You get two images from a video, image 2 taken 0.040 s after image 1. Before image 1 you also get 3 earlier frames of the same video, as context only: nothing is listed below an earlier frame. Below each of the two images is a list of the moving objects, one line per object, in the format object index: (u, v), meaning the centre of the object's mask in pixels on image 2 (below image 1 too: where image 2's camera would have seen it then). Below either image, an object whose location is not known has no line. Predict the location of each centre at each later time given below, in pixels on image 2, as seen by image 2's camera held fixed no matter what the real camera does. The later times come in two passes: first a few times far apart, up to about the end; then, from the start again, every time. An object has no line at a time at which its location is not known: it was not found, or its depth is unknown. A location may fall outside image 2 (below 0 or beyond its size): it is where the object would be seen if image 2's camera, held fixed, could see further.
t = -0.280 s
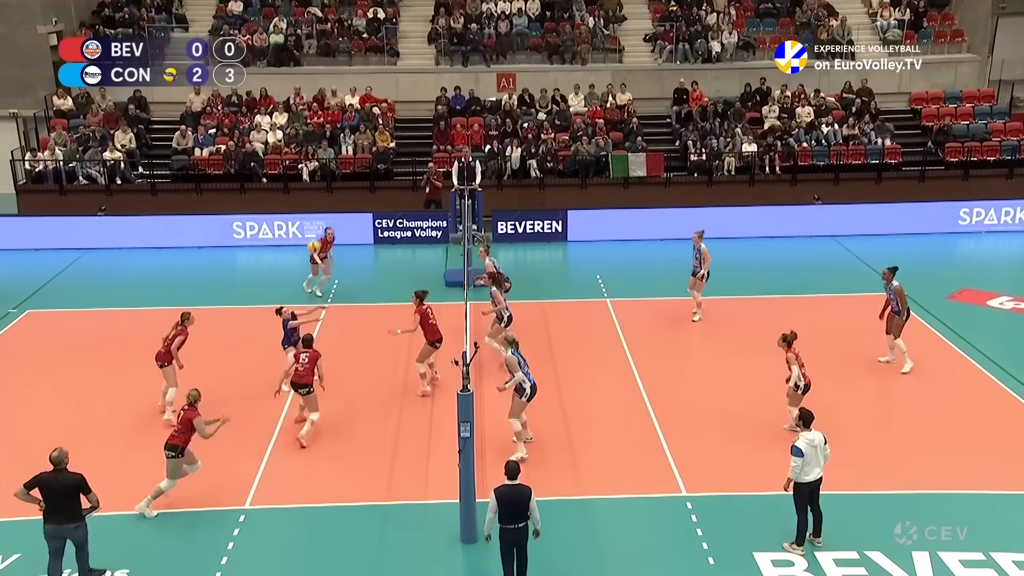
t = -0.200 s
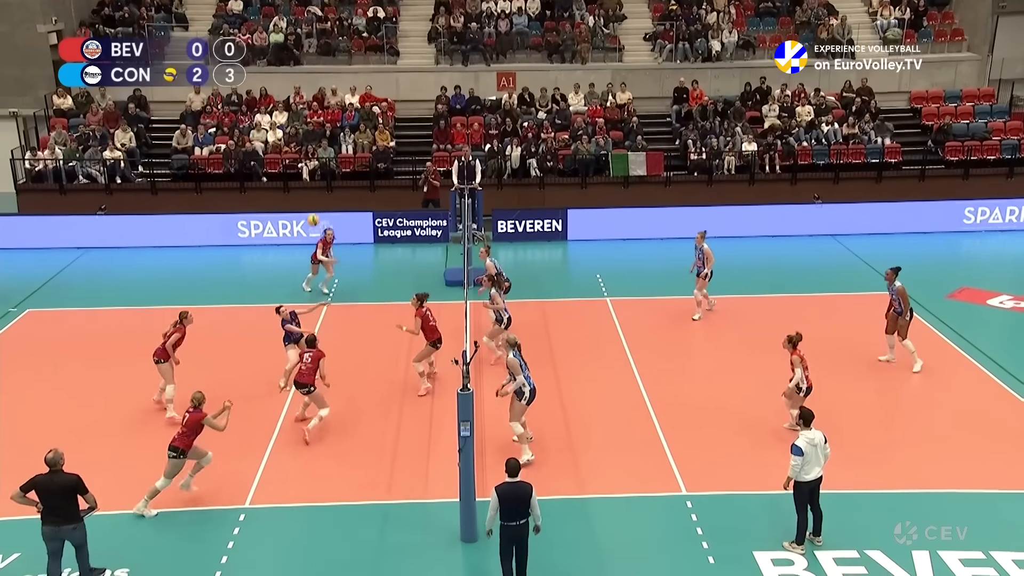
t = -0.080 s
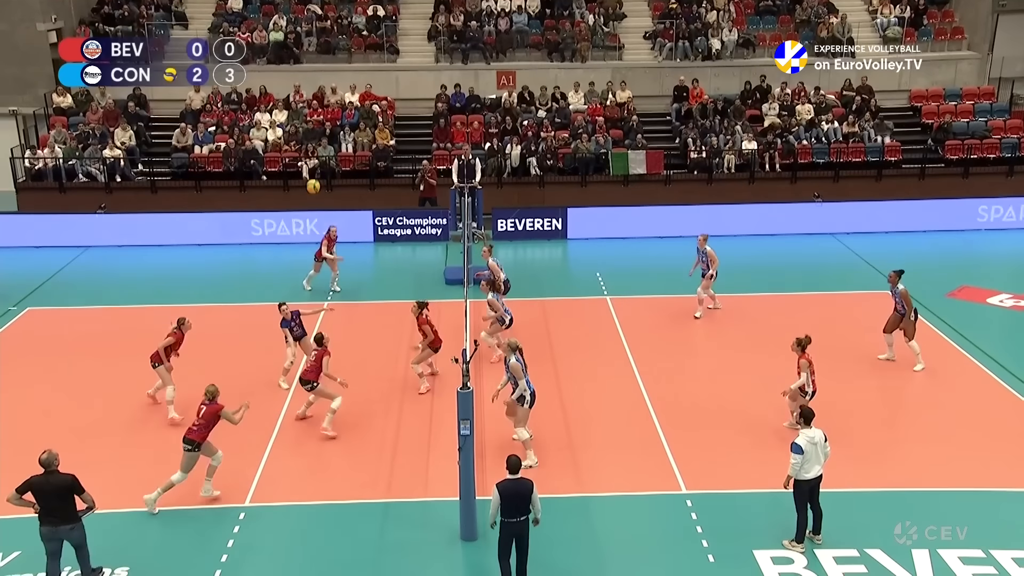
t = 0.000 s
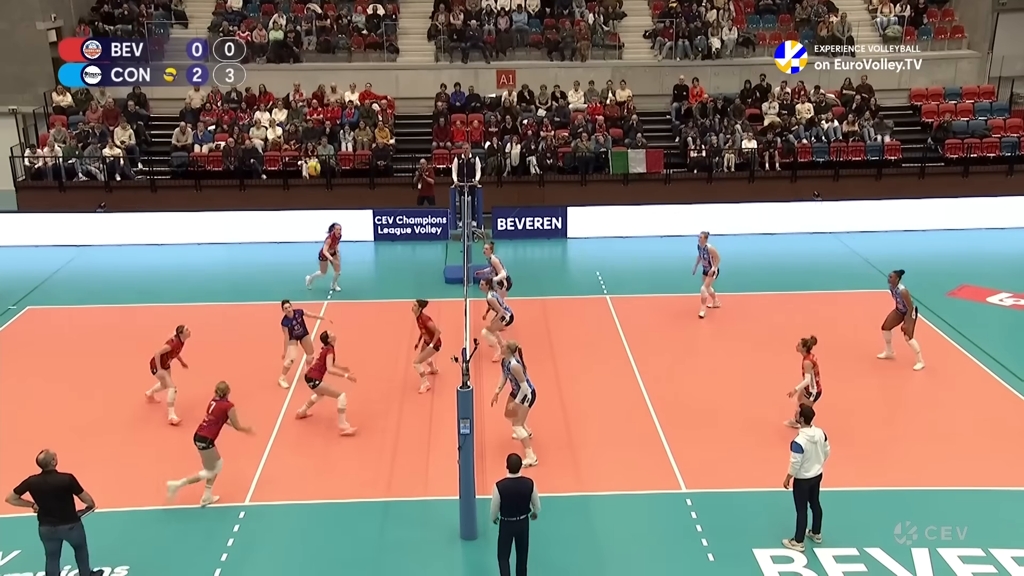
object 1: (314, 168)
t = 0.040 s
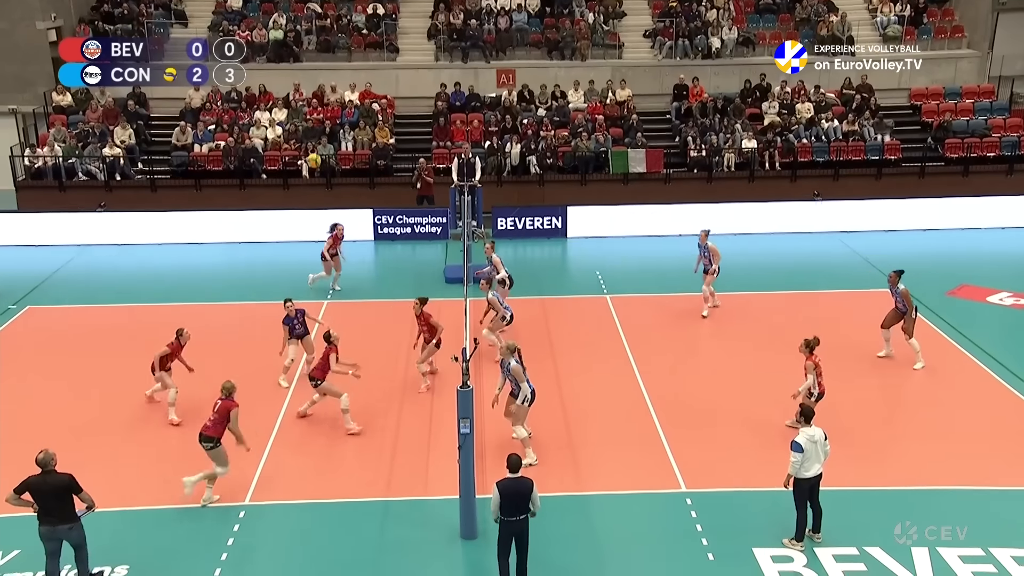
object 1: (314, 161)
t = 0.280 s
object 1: (319, 138)
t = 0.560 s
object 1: (327, 160)
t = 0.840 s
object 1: (338, 234)
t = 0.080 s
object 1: (314, 154)
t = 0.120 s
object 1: (315, 148)
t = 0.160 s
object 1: (315, 145)
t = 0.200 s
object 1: (317, 141)
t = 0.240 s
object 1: (318, 139)
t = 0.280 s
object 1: (319, 138)
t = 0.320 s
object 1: (320, 138)
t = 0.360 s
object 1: (321, 139)
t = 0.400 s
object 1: (322, 140)
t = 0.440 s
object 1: (323, 143)
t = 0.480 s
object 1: (324, 148)
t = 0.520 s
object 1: (326, 154)
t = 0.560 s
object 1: (327, 160)
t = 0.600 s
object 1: (328, 167)
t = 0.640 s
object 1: (330, 176)
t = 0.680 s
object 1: (331, 185)
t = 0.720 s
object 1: (333, 196)
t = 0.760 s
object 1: (335, 207)
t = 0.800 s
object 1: (337, 221)
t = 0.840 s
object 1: (338, 234)
